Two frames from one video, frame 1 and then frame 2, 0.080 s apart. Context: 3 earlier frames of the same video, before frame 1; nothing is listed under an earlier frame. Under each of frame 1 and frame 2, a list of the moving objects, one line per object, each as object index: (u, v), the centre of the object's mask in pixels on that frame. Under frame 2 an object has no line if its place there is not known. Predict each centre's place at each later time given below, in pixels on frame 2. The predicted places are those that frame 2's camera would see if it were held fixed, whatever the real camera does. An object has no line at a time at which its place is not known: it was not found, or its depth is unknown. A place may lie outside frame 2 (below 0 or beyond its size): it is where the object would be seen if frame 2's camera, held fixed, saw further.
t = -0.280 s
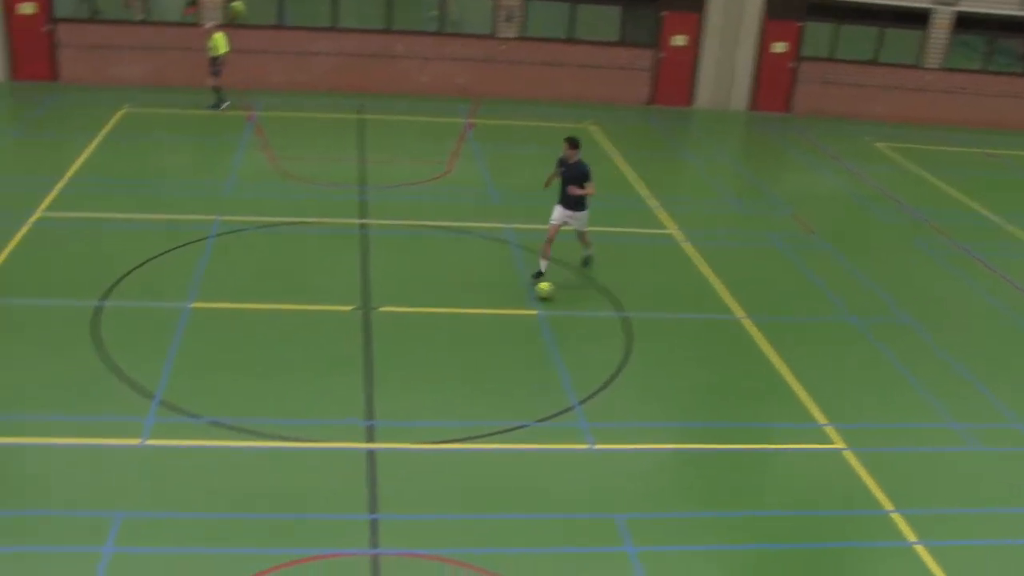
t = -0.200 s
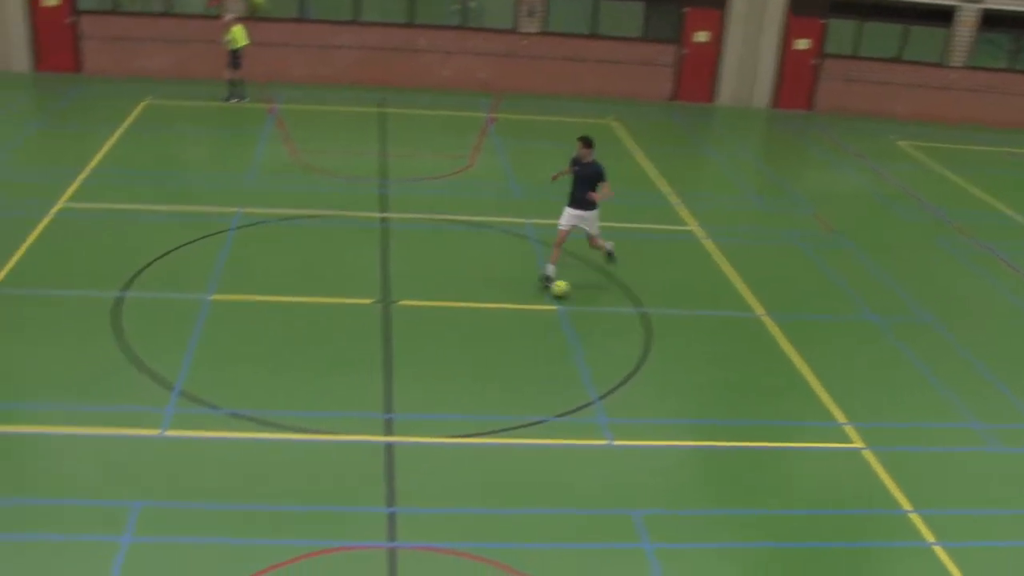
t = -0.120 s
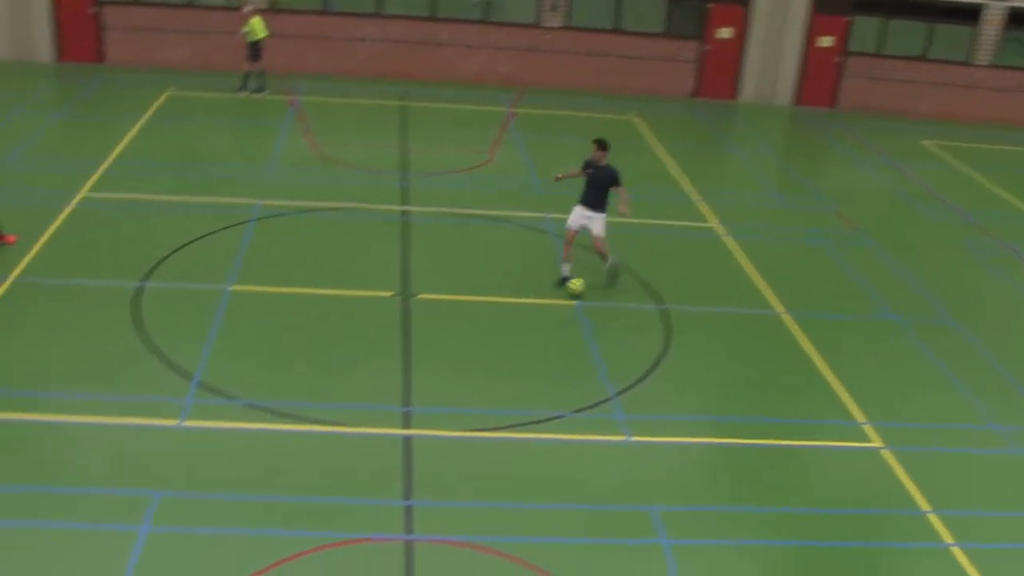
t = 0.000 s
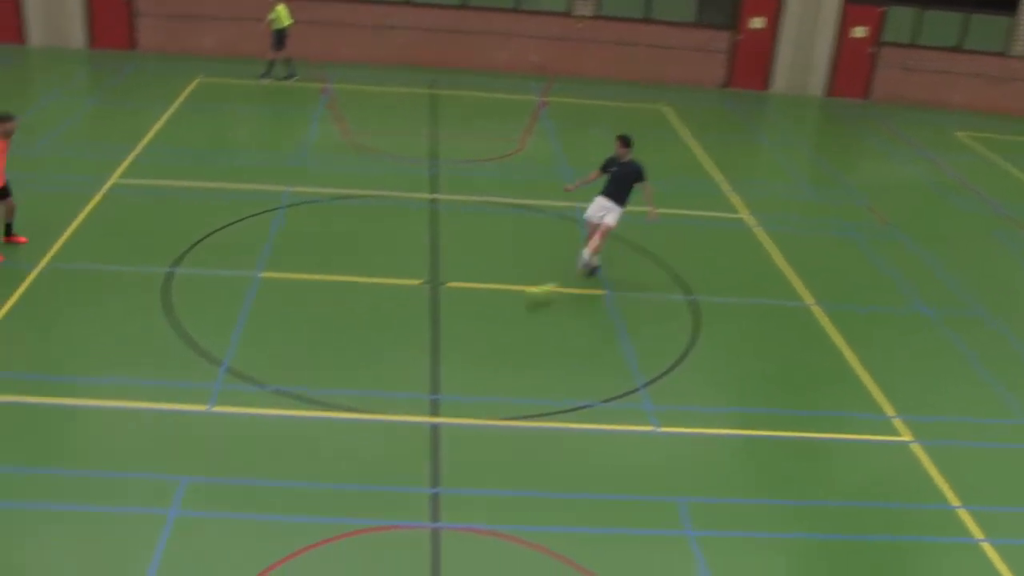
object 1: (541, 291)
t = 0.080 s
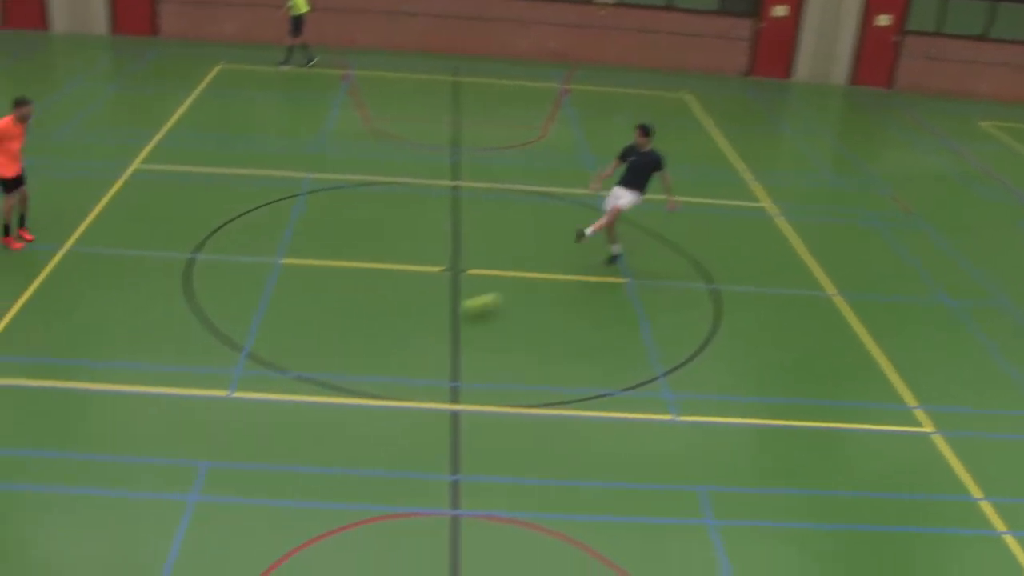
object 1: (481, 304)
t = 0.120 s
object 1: (435, 317)
